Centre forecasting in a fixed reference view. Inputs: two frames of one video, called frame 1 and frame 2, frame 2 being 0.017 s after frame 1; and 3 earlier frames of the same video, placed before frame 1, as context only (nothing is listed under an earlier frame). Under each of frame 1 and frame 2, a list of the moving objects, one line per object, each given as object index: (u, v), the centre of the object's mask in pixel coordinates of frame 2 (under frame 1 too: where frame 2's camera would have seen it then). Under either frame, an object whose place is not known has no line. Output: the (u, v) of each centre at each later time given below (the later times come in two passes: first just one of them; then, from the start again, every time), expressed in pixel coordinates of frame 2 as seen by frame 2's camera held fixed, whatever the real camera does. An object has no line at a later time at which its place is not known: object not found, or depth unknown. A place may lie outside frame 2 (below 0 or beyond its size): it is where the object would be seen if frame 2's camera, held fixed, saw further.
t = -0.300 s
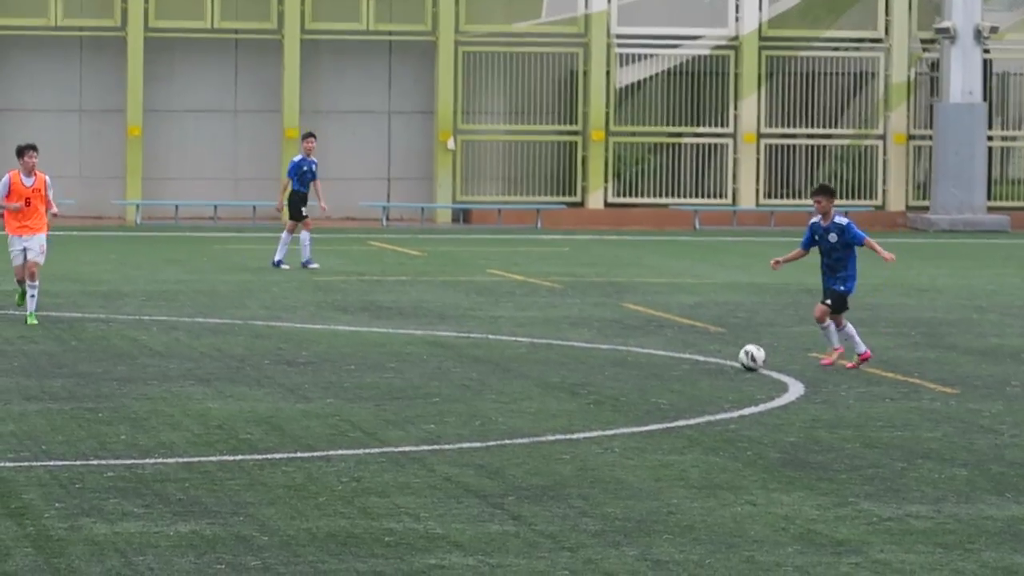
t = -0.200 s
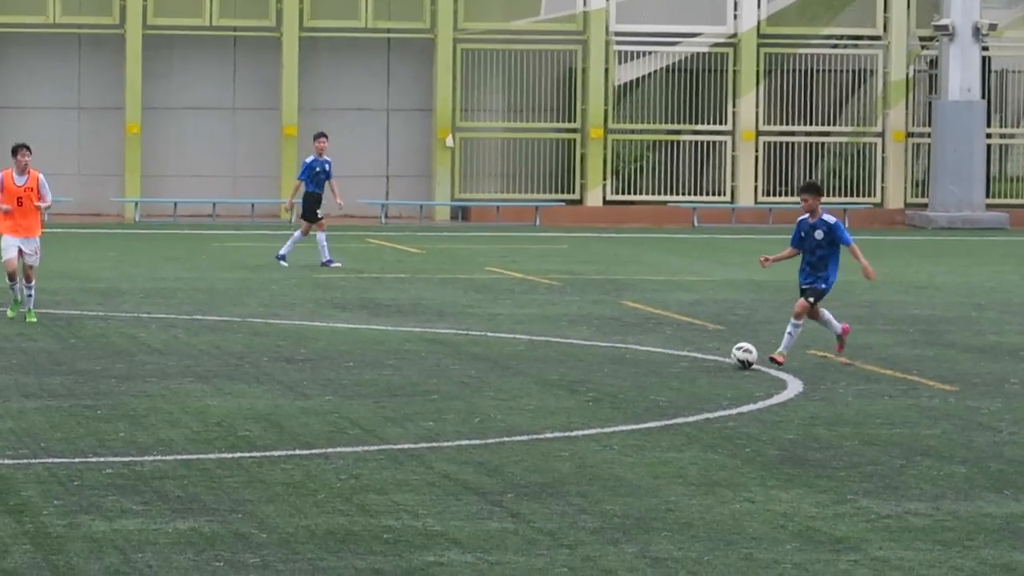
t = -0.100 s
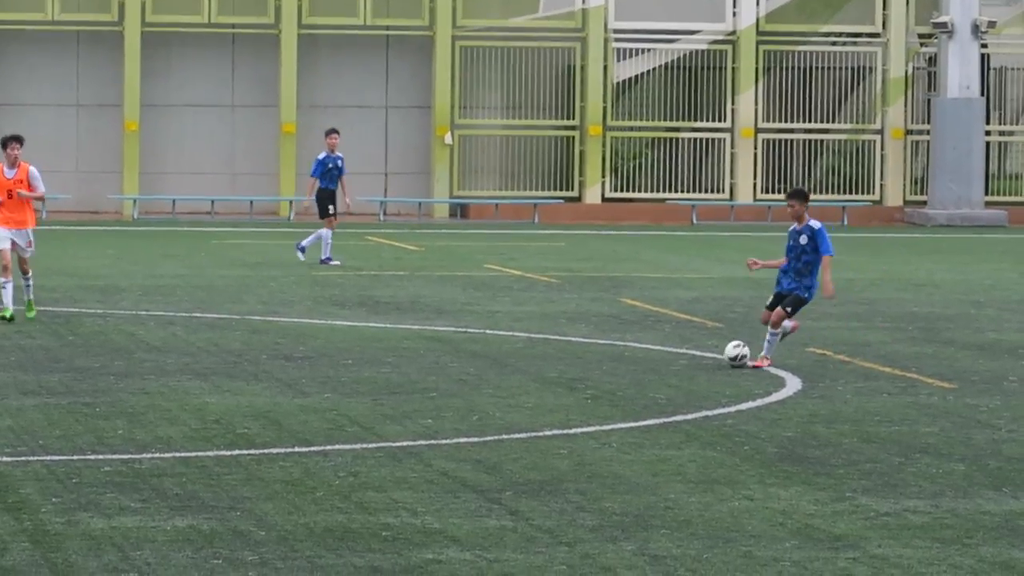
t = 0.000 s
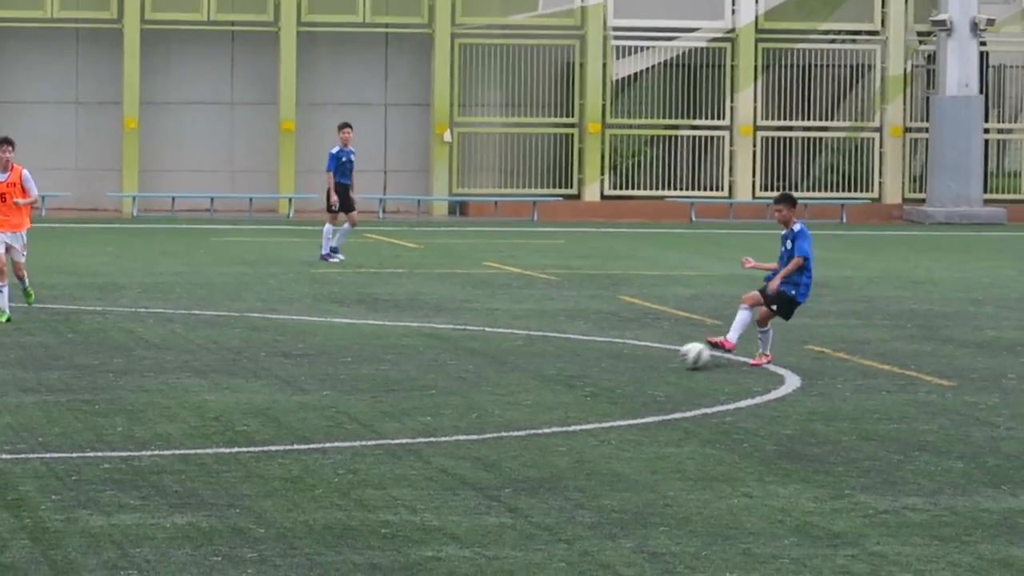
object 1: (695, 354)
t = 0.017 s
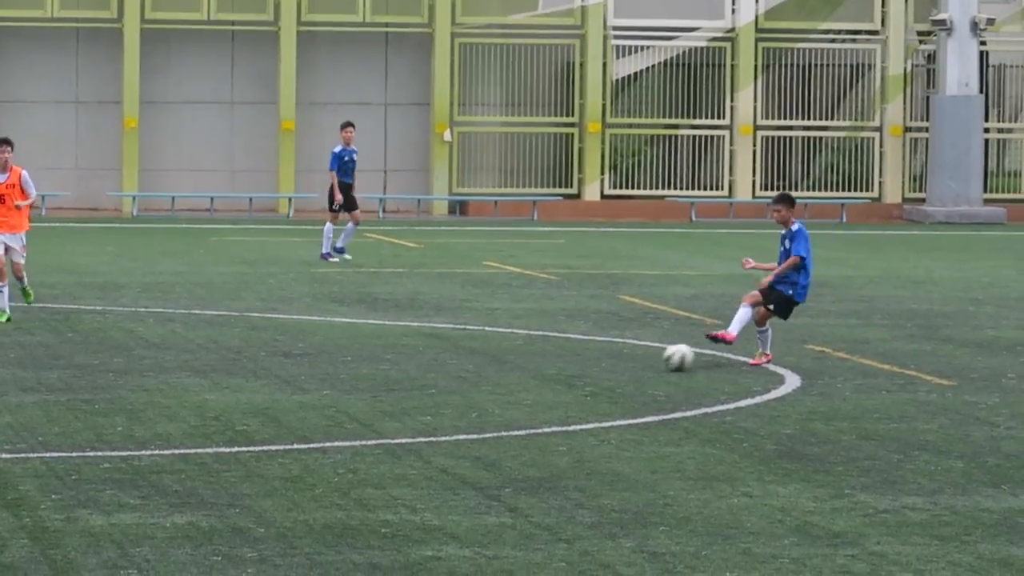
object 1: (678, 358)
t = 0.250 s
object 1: (445, 384)
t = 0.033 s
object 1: (662, 360)
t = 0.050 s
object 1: (646, 361)
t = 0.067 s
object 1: (630, 363)
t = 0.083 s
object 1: (613, 364)
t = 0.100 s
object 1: (596, 366)
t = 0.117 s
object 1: (580, 369)
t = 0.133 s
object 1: (563, 370)
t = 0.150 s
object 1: (547, 370)
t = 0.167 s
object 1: (531, 372)
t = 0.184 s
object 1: (514, 373)
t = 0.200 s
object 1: (497, 375)
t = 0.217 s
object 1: (480, 379)
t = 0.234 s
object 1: (463, 381)
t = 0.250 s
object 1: (445, 384)
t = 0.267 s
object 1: (428, 385)
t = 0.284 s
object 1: (410, 386)
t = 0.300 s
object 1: (394, 387)
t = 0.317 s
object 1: (377, 388)
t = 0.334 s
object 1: (361, 391)
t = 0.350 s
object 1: (343, 393)
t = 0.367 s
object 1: (326, 396)
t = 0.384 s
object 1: (308, 400)
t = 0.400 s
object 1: (290, 404)
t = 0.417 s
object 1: (273, 406)
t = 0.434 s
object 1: (255, 407)
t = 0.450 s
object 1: (238, 408)
